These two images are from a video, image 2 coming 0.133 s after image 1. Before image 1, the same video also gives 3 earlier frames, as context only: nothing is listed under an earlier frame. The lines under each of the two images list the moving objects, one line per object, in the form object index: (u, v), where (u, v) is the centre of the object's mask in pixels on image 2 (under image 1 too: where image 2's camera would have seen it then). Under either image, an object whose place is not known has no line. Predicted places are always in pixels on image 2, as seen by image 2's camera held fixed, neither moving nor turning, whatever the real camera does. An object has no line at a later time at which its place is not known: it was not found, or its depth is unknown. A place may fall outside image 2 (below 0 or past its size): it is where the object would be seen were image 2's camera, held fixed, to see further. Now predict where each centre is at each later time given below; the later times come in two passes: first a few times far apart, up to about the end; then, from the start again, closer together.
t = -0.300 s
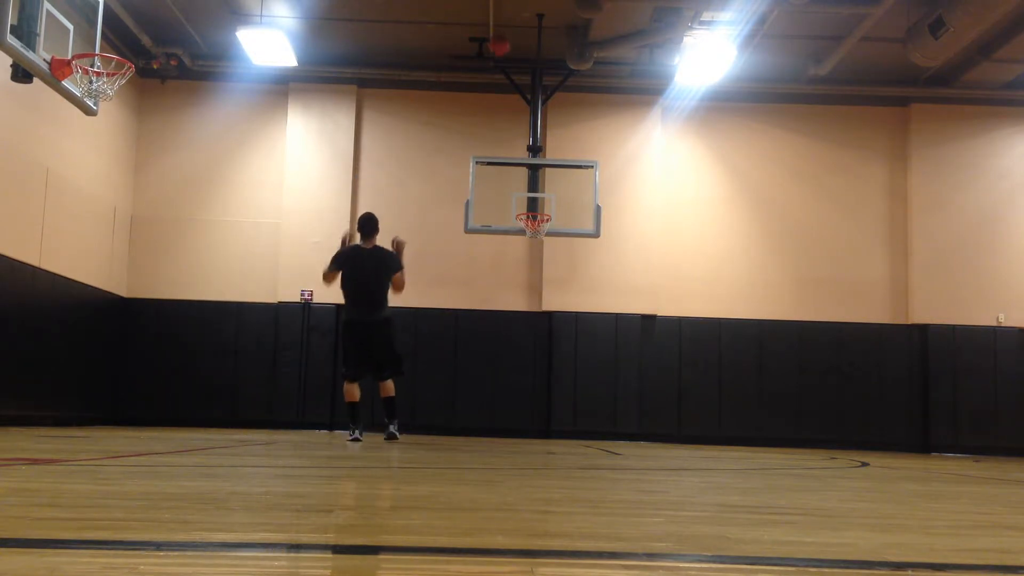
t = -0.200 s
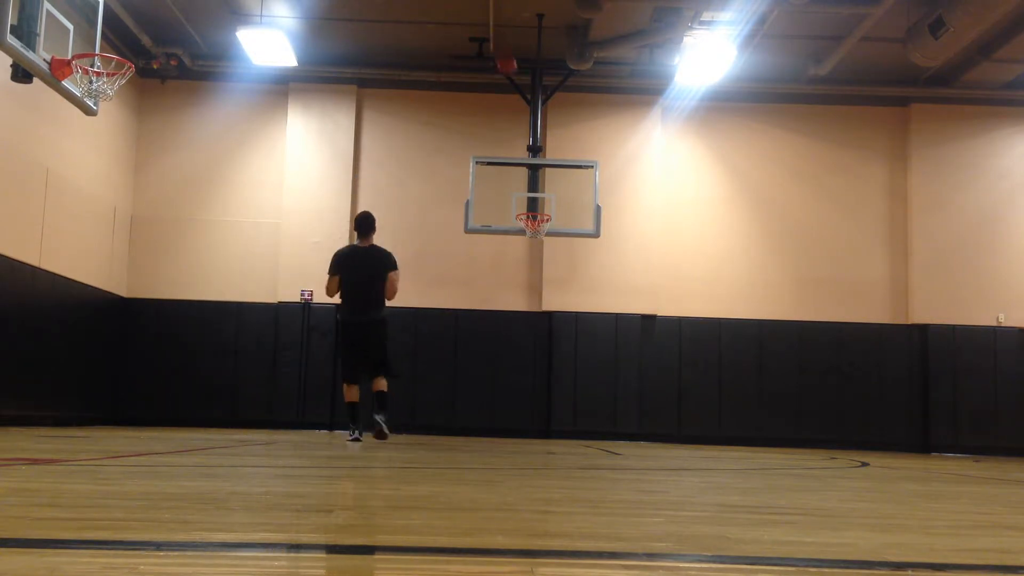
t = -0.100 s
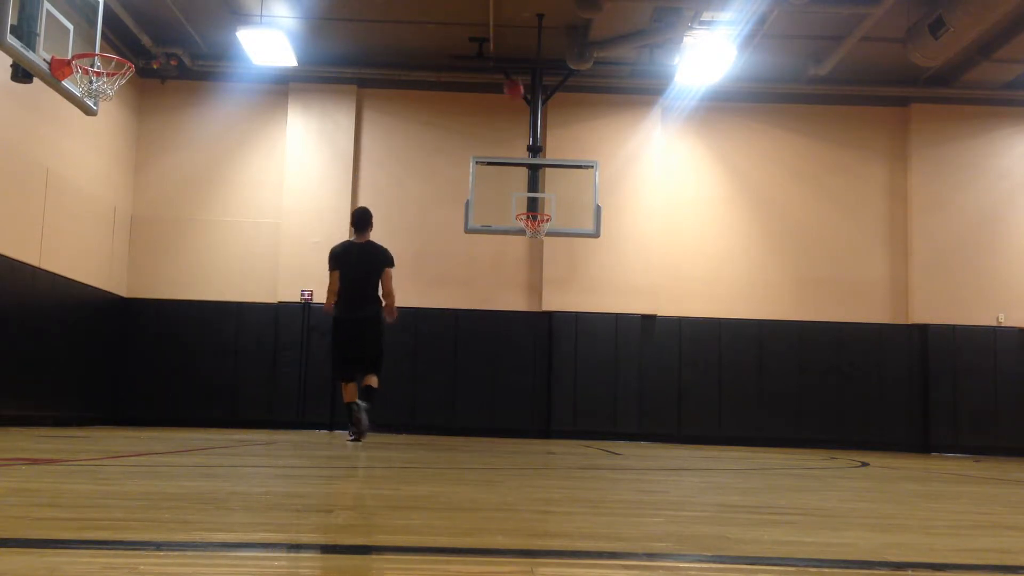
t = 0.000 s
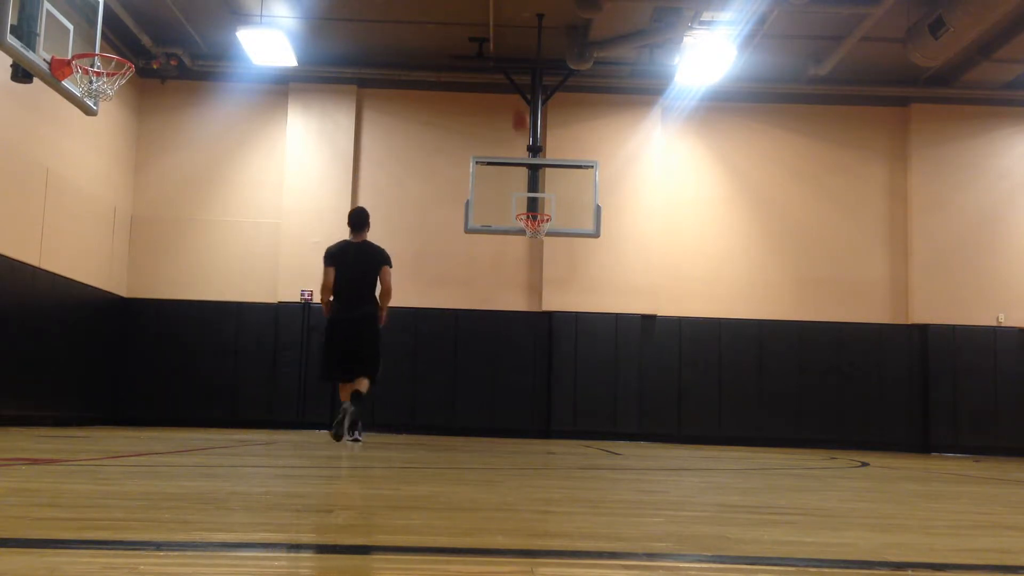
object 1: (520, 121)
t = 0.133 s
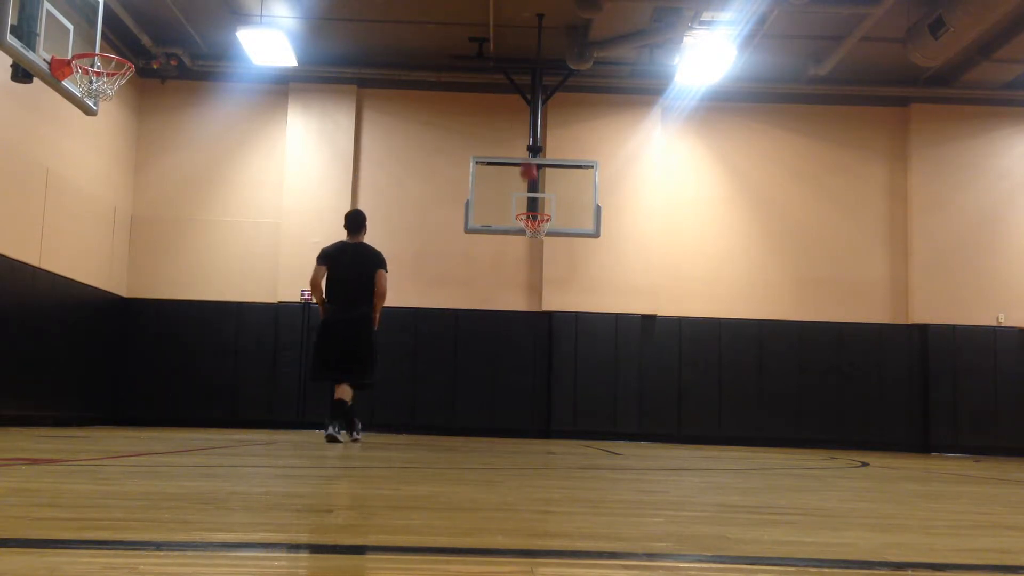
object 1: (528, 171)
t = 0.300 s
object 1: (535, 235)
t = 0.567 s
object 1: (533, 237)
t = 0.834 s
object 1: (532, 307)
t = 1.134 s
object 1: (528, 423)
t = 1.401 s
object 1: (532, 338)
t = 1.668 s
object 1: (534, 305)
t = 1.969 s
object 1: (536, 325)
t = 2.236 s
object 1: (535, 401)
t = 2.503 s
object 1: (537, 380)
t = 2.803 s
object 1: (539, 349)
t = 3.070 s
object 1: (540, 375)
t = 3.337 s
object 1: (541, 417)
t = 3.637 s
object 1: (544, 379)
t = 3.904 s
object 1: (546, 398)
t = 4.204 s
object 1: (548, 407)
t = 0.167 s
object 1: (530, 185)
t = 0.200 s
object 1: (531, 197)
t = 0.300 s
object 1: (535, 235)
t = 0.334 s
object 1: (534, 233)
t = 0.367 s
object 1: (534, 230)
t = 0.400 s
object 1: (534, 227)
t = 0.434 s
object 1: (533, 226)
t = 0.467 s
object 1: (533, 227)
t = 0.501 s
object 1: (533, 229)
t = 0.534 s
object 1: (534, 232)
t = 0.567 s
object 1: (533, 237)
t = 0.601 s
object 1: (533, 244)
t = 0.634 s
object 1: (533, 250)
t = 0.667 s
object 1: (532, 258)
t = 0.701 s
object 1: (532, 266)
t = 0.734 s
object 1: (532, 275)
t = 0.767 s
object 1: (532, 284)
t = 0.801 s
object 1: (531, 294)
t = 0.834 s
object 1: (532, 307)
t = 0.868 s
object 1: (531, 320)
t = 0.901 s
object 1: (531, 331)
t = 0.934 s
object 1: (531, 345)
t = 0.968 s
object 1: (530, 360)
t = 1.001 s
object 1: (530, 375)
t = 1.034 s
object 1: (529, 391)
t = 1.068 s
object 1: (528, 409)
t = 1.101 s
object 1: (528, 425)
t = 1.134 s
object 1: (528, 423)
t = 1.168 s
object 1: (528, 410)
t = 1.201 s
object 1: (529, 397)
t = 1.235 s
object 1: (529, 385)
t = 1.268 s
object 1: (530, 374)
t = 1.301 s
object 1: (530, 364)
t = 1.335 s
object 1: (531, 354)
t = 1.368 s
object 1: (531, 346)
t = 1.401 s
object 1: (532, 338)
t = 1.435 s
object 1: (532, 331)
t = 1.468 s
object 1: (532, 325)
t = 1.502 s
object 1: (532, 320)
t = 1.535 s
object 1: (532, 316)
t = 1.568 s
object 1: (533, 312)
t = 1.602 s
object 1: (533, 309)
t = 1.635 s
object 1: (533, 306)
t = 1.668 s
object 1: (534, 305)
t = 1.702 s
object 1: (534, 305)
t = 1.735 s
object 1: (534, 305)
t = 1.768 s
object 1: (534, 305)
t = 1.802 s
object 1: (535, 306)
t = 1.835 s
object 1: (535, 309)
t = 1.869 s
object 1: (535, 312)
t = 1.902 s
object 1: (535, 316)
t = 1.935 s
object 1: (535, 320)
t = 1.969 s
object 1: (536, 325)
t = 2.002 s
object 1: (535, 332)
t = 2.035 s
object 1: (536, 339)
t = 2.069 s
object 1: (536, 348)
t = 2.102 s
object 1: (536, 357)
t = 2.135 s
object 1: (535, 366)
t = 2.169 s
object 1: (535, 377)
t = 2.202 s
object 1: (535, 389)
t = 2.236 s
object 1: (535, 401)
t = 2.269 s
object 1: (535, 413)
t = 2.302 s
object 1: (534, 427)
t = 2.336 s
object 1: (535, 424)
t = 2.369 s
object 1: (535, 414)
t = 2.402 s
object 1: (536, 404)
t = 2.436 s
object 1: (536, 395)
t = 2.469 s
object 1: (537, 387)
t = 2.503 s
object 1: (537, 380)
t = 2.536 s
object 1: (537, 374)
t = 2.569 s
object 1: (538, 368)
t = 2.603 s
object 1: (538, 363)
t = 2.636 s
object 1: (538, 359)
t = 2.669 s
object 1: (538, 355)
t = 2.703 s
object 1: (539, 353)
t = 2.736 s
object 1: (539, 351)
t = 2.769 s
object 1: (539, 350)
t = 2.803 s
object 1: (539, 349)
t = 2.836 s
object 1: (540, 349)
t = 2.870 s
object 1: (540, 351)
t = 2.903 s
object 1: (540, 353)
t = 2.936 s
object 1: (540, 356)
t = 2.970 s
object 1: (540, 360)
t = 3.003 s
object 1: (540, 364)
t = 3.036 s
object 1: (541, 369)
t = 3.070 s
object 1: (540, 375)
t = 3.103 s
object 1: (541, 382)
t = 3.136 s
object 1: (540, 390)
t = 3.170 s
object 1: (540, 399)
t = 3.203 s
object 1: (540, 409)
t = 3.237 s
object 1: (540, 419)
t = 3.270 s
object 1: (540, 429)
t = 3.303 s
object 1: (540, 425)
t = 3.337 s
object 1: (541, 417)
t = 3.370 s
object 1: (541, 410)
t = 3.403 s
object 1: (542, 403)
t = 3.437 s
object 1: (542, 397)
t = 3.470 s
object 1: (543, 392)
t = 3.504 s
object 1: (543, 388)
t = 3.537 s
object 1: (543, 385)
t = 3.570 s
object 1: (544, 382)
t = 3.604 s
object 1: (544, 380)
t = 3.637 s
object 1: (544, 379)
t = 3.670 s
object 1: (545, 379)
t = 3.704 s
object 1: (545, 379)
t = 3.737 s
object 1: (545, 380)
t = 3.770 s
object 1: (545, 382)
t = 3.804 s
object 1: (546, 384)
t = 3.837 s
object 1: (546, 388)
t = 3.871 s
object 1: (546, 393)
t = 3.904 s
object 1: (546, 398)
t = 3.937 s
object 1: (546, 404)
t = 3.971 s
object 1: (546, 410)
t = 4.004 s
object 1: (546, 418)
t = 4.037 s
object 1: (546, 426)
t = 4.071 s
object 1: (547, 429)
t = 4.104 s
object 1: (547, 423)
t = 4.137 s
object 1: (547, 417)
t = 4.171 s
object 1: (548, 412)
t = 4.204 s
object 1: (548, 407)
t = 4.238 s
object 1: (548, 404)
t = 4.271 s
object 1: (549, 401)
